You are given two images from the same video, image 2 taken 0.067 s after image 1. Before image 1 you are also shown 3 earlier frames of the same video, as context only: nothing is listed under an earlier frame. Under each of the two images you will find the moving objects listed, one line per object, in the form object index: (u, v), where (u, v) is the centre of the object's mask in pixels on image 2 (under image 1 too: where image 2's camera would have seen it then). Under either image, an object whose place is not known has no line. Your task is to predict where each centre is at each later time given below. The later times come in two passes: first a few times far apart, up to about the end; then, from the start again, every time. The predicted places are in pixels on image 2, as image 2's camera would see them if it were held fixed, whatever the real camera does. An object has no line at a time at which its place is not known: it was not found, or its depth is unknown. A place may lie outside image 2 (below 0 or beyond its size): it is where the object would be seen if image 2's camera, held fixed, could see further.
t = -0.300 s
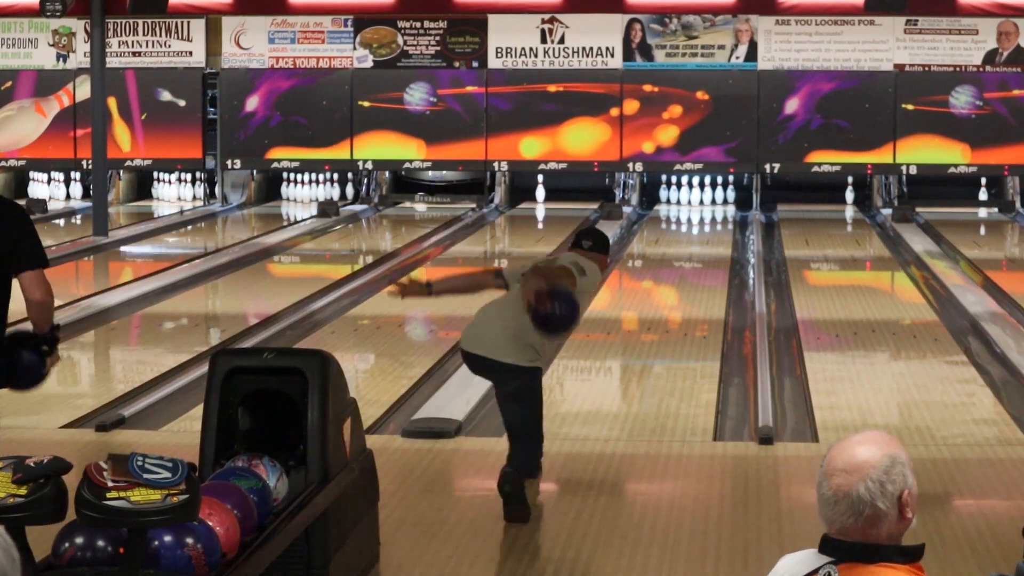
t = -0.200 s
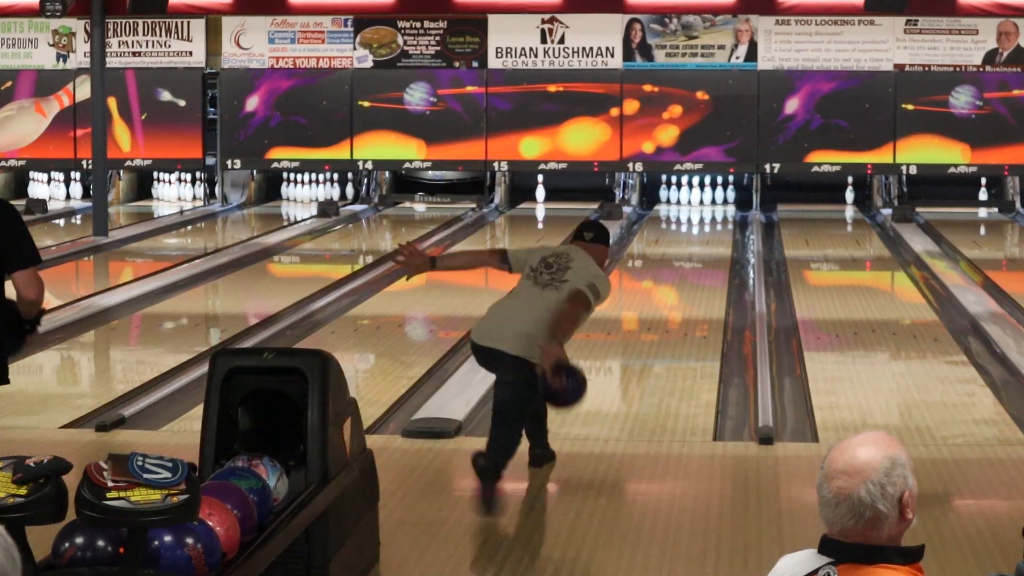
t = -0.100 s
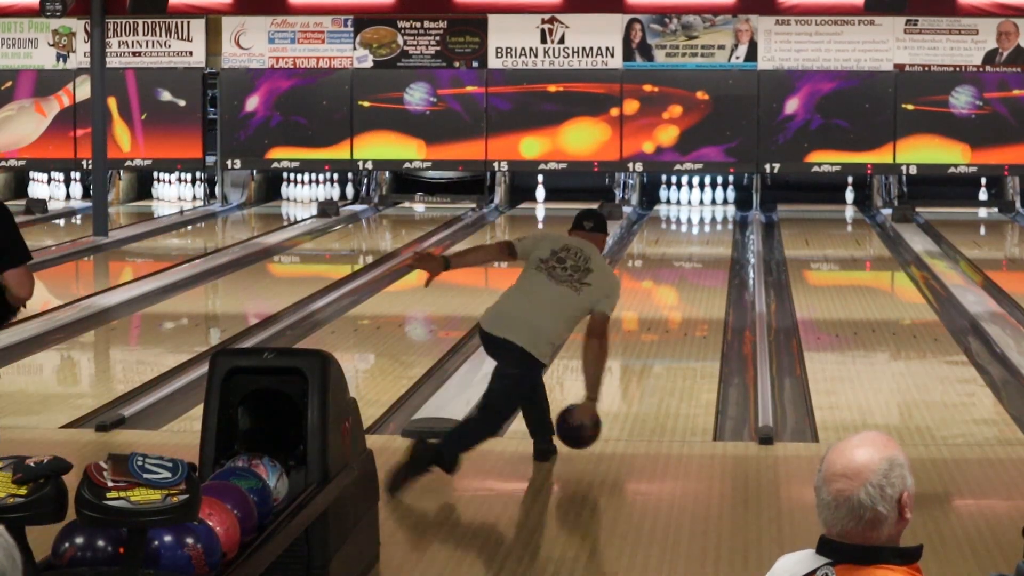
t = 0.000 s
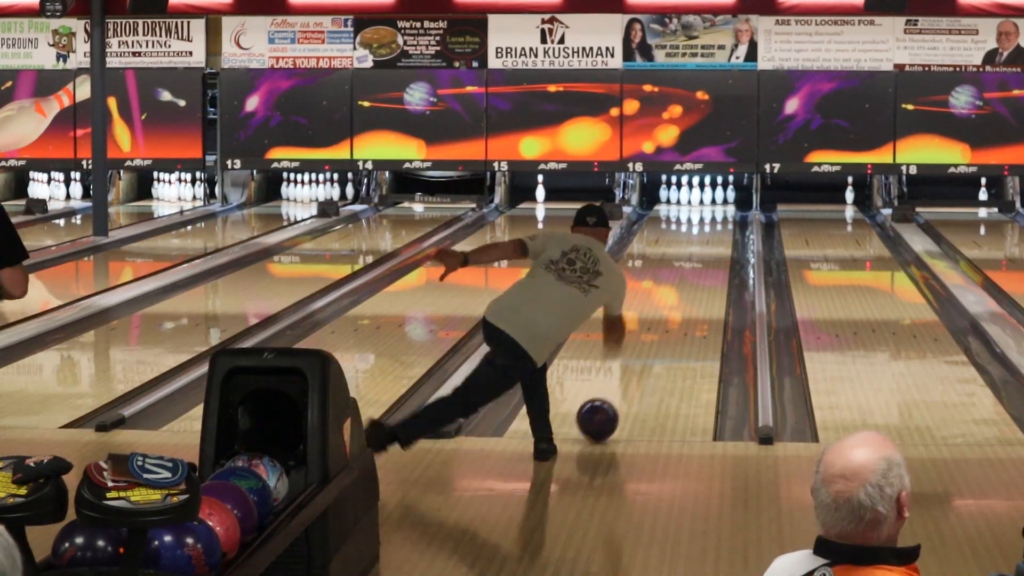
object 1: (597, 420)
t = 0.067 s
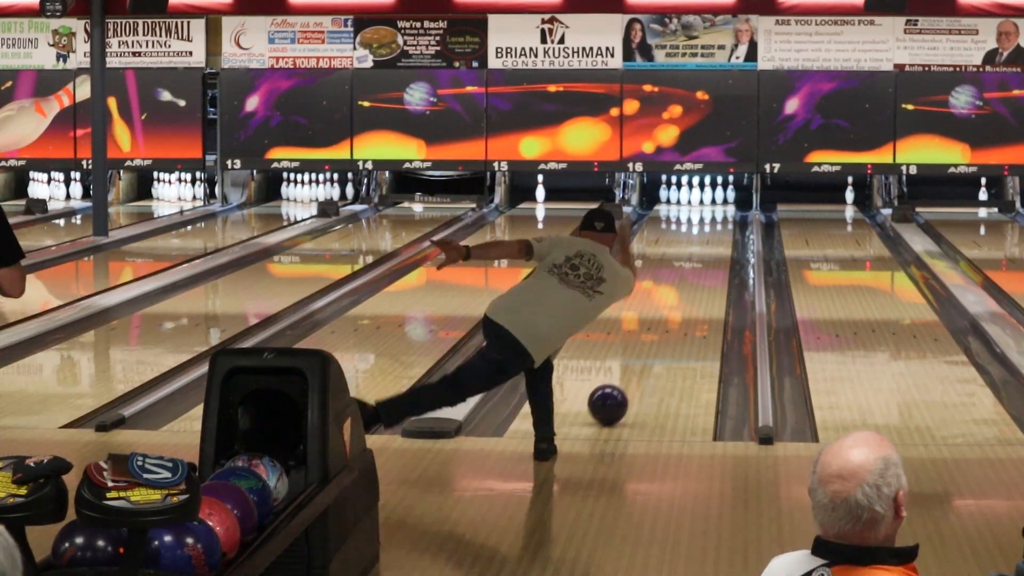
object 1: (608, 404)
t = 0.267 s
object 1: (633, 364)
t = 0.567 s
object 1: (661, 319)
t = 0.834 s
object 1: (679, 289)
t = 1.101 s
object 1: (691, 265)
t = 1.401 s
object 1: (702, 245)
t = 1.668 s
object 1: (708, 229)
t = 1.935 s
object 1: (711, 216)
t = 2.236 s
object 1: (704, 205)
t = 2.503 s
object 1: (696, 198)
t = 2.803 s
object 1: (688, 197)
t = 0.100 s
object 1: (613, 397)
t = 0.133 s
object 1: (617, 390)
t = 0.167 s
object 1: (622, 383)
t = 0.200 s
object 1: (626, 377)
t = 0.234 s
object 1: (630, 370)
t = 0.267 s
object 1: (633, 364)
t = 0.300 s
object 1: (637, 358)
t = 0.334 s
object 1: (641, 353)
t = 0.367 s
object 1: (644, 347)
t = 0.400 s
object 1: (647, 342)
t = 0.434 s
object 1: (650, 337)
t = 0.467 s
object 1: (652, 333)
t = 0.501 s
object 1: (647, 333)
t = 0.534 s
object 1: (661, 322)
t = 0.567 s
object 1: (661, 319)
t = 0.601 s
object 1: (663, 315)
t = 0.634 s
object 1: (666, 311)
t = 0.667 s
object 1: (668, 307)
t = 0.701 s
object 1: (670, 303)
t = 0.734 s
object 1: (673, 299)
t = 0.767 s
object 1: (675, 295)
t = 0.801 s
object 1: (677, 292)
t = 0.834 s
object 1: (679, 289)
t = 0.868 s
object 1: (680, 285)
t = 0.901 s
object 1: (682, 282)
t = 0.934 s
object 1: (684, 279)
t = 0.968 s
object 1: (685, 276)
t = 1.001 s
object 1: (687, 274)
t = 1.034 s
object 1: (688, 270)
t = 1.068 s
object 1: (690, 268)
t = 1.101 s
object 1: (691, 265)
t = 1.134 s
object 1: (692, 263)
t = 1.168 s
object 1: (694, 260)
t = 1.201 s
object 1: (695, 258)
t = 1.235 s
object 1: (698, 254)
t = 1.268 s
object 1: (701, 254)
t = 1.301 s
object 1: (700, 251)
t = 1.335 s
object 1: (699, 249)
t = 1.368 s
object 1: (701, 247)
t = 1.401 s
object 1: (702, 245)
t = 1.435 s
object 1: (702, 243)
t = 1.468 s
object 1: (703, 241)
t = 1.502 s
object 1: (704, 239)
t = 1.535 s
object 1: (705, 237)
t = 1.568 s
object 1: (706, 234)
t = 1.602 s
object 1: (707, 233)
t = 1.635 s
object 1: (707, 231)
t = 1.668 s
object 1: (708, 229)
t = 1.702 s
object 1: (709, 227)
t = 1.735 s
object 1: (709, 226)
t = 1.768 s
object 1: (710, 224)
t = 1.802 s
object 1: (710, 222)
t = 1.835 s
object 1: (710, 221)
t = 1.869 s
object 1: (711, 219)
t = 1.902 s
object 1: (711, 217)
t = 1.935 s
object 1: (711, 216)
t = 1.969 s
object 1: (710, 215)
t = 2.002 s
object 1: (710, 213)
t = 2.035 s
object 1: (709, 212)
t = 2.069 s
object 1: (709, 210)
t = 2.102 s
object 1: (708, 209)
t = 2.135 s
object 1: (708, 208)
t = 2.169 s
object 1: (707, 207)
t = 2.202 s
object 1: (705, 206)
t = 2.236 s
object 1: (704, 205)
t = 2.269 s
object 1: (703, 204)
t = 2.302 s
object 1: (702, 203)
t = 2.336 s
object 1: (700, 202)
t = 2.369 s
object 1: (699, 201)
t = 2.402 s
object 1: (698, 199)
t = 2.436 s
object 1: (697, 198)
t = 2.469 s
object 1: (696, 198)
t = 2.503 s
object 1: (696, 198)
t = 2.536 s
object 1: (694, 196)
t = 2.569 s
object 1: (692, 196)
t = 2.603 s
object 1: (690, 195)
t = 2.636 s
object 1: (689, 195)
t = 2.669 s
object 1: (688, 195)
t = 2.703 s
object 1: (687, 195)
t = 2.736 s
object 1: (687, 195)
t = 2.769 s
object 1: (687, 195)
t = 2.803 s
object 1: (688, 197)
